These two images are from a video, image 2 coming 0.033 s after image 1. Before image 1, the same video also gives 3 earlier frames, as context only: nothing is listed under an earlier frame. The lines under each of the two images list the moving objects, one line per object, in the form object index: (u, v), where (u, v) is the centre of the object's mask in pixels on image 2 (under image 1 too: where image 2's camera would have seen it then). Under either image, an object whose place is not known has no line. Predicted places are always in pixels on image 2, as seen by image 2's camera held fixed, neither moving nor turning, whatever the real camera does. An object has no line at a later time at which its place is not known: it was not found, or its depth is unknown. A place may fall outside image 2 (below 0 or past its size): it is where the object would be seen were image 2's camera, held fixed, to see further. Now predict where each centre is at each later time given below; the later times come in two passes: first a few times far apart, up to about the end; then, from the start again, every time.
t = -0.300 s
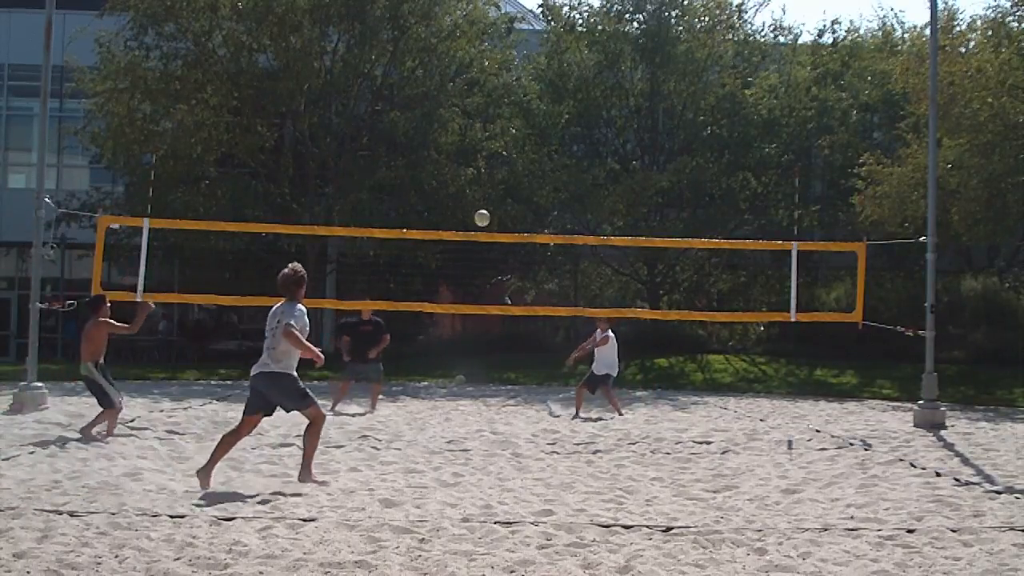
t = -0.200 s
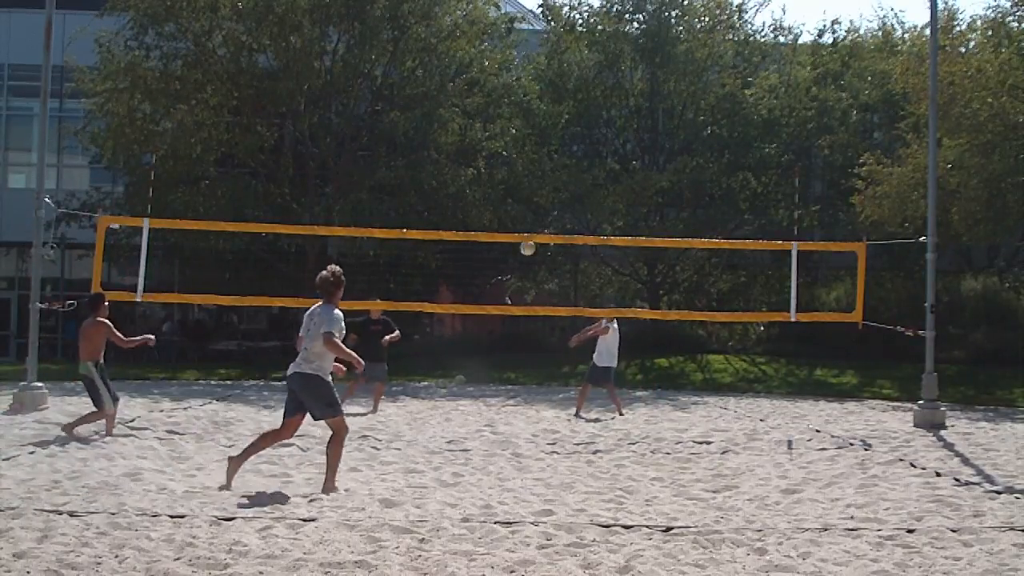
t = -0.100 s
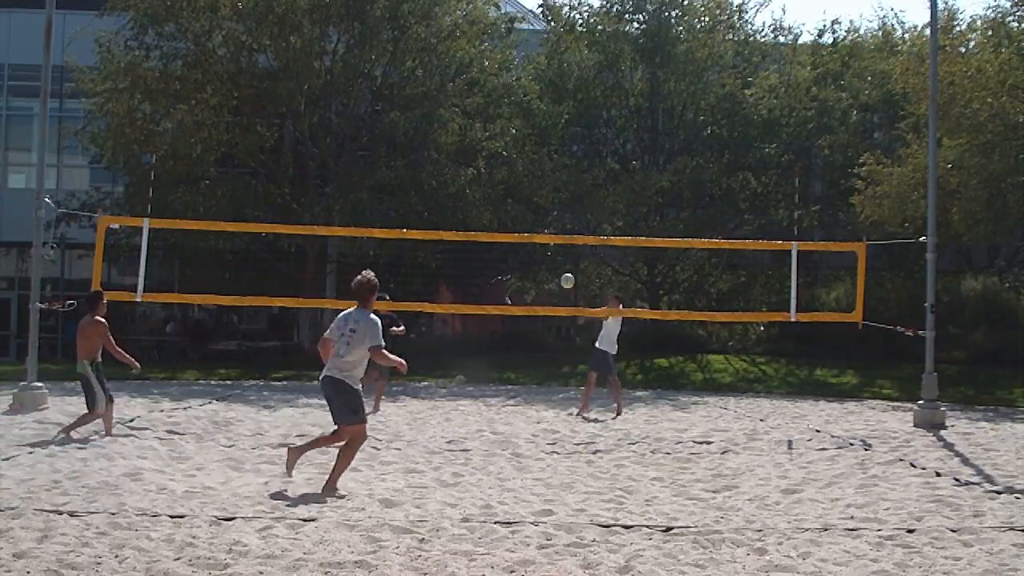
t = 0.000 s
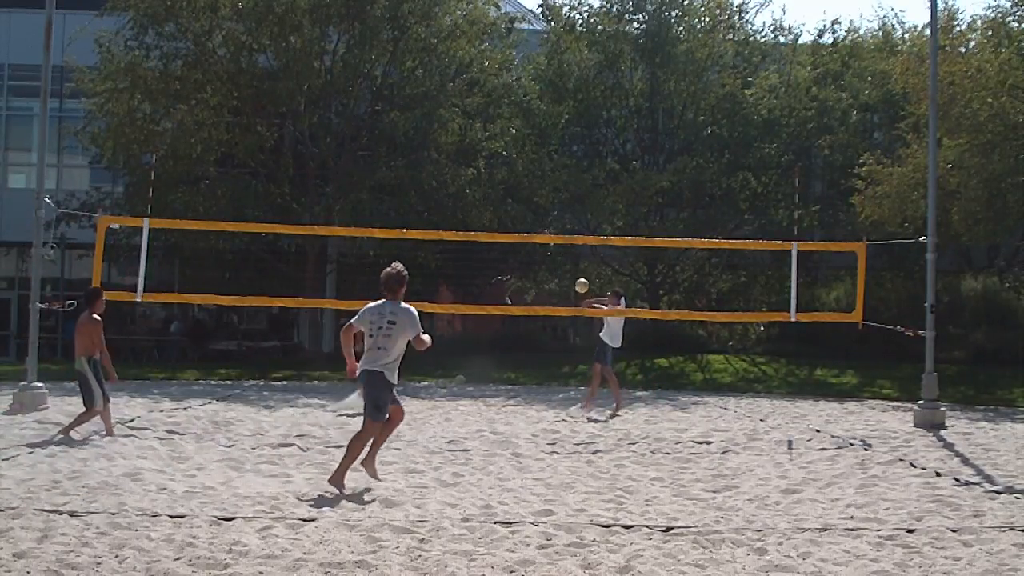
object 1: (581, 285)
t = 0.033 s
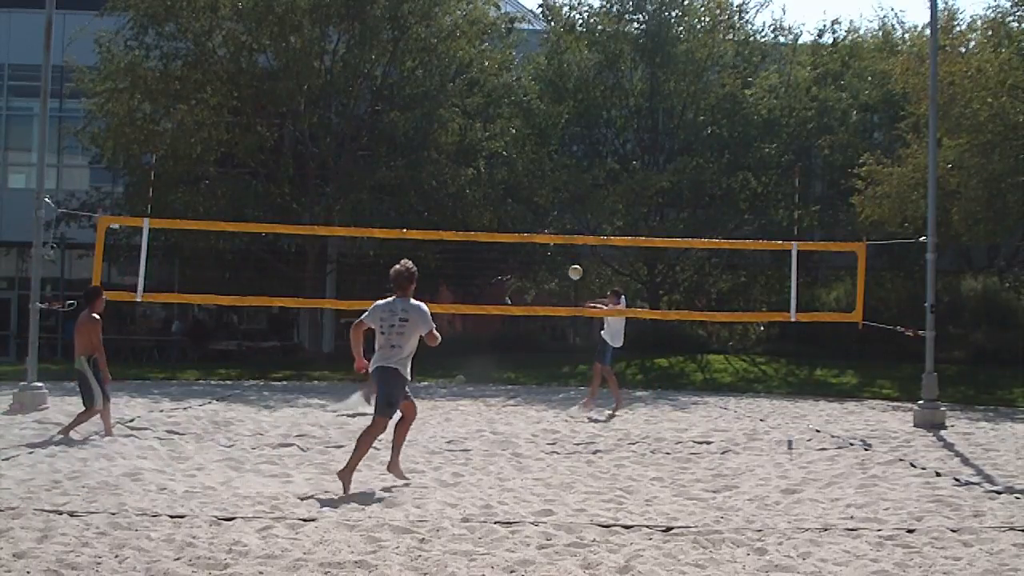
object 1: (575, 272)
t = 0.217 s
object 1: (539, 208)
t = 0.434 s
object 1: (495, 159)
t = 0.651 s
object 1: (450, 139)
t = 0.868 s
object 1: (403, 149)
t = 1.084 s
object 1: (354, 192)
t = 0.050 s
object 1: (572, 266)
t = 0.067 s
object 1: (569, 259)
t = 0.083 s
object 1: (565, 253)
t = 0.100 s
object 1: (562, 248)
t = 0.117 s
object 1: (558, 245)
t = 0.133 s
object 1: (555, 232)
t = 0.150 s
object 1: (552, 229)
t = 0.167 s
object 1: (549, 224)
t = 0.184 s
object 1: (545, 218)
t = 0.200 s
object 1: (542, 213)
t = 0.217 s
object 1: (539, 208)
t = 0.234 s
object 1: (535, 204)
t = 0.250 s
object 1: (532, 199)
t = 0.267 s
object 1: (528, 194)
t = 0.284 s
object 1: (525, 190)
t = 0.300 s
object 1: (522, 186)
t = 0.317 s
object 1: (519, 182)
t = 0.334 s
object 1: (515, 178)
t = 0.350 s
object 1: (512, 175)
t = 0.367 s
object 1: (508, 171)
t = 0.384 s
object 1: (505, 168)
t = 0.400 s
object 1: (502, 165)
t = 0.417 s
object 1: (498, 162)
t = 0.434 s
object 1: (495, 159)
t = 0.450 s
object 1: (492, 156)
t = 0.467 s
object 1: (488, 154)
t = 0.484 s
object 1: (485, 152)
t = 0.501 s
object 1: (481, 150)
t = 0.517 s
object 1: (478, 148)
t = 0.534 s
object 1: (475, 146)
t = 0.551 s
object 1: (471, 144)
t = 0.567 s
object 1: (467, 143)
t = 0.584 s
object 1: (464, 142)
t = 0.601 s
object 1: (461, 141)
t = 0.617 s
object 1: (457, 140)
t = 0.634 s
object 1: (454, 139)
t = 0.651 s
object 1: (450, 139)
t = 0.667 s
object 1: (446, 138)
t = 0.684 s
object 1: (443, 138)
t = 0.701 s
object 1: (439, 138)
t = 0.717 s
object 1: (436, 138)
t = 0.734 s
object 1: (432, 139)
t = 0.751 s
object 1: (428, 140)
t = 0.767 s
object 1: (425, 140)
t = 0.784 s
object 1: (421, 141)
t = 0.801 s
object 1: (418, 142)
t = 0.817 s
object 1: (414, 144)
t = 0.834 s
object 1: (410, 145)
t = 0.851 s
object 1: (407, 147)
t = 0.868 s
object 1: (403, 149)
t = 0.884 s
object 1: (399, 151)
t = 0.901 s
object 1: (396, 153)
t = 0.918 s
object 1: (392, 156)
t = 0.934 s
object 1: (388, 158)
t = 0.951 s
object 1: (385, 161)
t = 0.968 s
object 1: (381, 164)
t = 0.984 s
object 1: (377, 168)
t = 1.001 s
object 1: (373, 171)
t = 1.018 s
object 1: (369, 174)
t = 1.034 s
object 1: (365, 179)
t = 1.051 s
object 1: (362, 183)
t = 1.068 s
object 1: (358, 187)
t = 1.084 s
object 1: (354, 192)
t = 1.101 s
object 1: (350, 196)
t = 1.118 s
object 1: (347, 201)
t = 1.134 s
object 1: (342, 206)
